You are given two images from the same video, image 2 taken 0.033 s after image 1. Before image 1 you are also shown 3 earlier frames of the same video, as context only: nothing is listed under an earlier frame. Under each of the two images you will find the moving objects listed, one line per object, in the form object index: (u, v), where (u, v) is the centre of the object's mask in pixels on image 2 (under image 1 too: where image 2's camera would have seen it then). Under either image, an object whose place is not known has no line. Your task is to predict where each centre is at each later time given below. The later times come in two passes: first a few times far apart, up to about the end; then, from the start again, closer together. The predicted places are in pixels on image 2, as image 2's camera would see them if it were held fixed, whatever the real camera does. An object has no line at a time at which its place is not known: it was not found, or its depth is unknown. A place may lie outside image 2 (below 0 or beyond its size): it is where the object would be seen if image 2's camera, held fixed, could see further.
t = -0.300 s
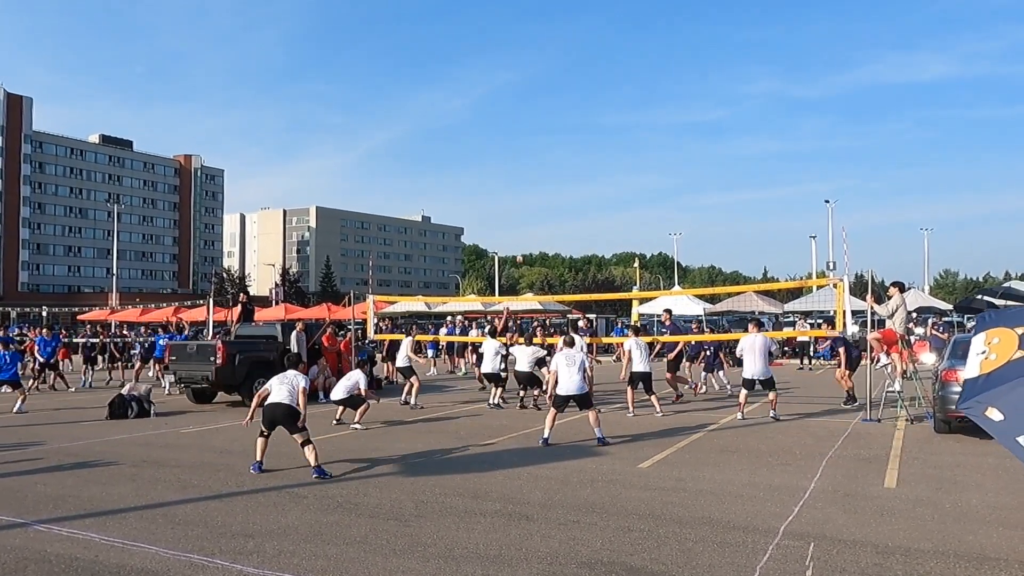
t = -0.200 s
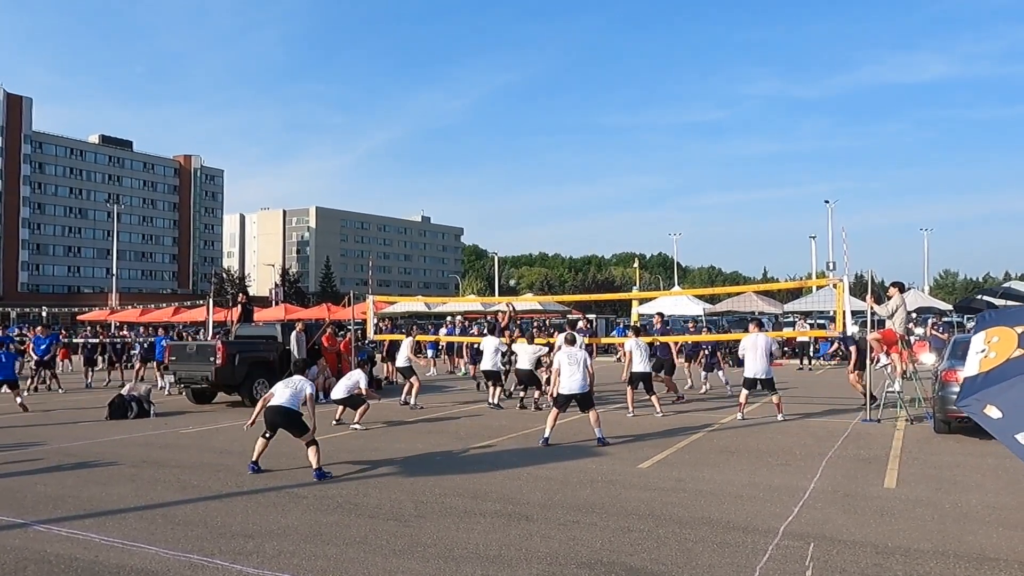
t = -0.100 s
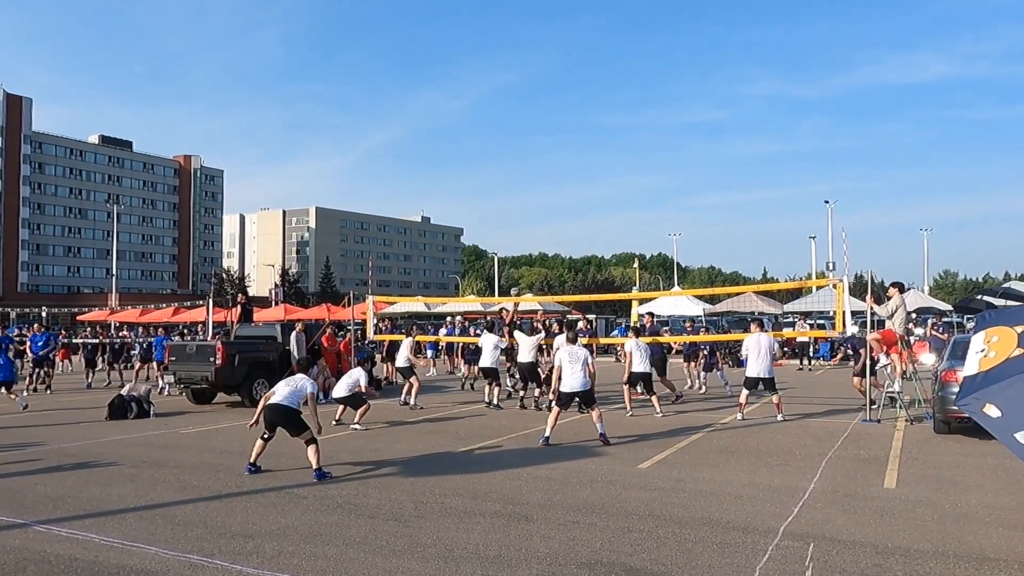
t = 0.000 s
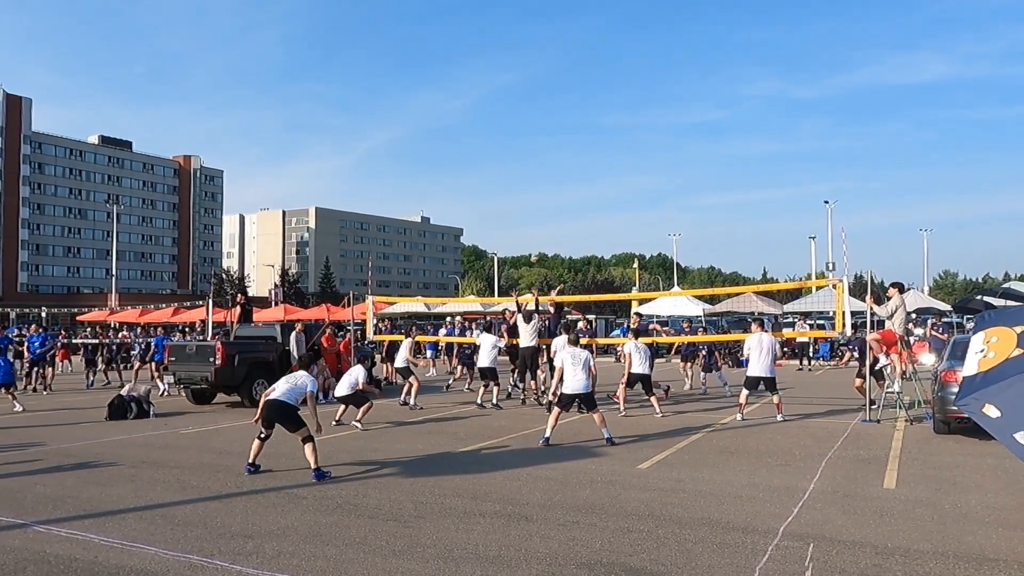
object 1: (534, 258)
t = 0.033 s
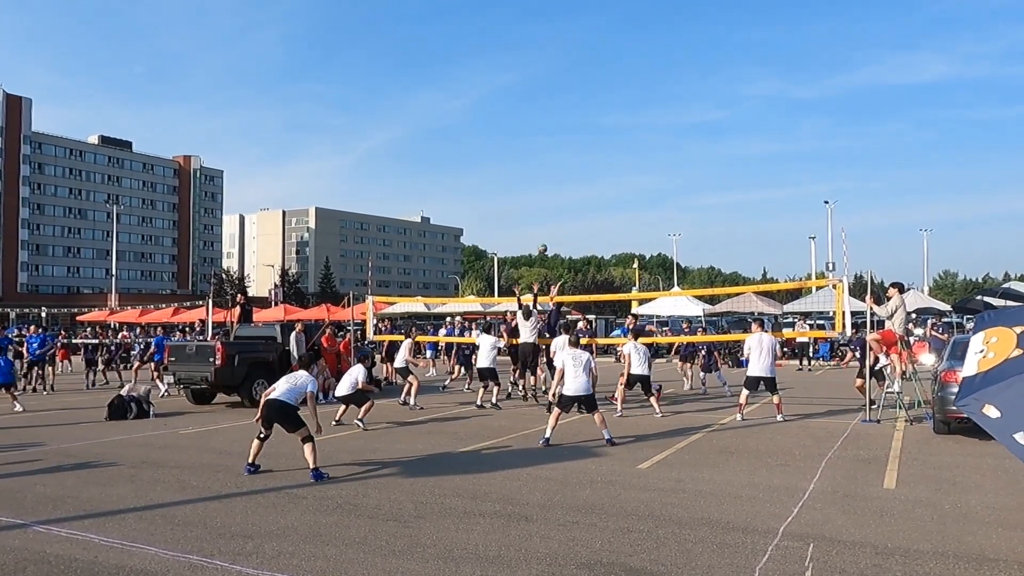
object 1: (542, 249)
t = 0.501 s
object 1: (633, 162)
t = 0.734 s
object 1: (677, 159)
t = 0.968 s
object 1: (719, 183)
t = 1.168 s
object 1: (753, 226)
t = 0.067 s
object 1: (549, 239)
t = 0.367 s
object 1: (608, 176)
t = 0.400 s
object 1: (614, 171)
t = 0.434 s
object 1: (620, 168)
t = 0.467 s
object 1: (627, 165)
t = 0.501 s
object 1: (633, 162)
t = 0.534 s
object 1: (640, 160)
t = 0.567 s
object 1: (646, 159)
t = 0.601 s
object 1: (652, 158)
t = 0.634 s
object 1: (658, 157)
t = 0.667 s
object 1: (665, 158)
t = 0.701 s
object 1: (671, 158)
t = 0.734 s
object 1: (677, 159)
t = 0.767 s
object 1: (683, 161)
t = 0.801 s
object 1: (689, 163)
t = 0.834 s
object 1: (695, 166)
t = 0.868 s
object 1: (701, 170)
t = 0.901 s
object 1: (707, 174)
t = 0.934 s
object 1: (713, 178)
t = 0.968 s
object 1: (719, 183)
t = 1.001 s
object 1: (724, 189)
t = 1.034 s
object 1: (730, 196)
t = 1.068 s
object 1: (736, 202)
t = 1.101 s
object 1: (742, 209)
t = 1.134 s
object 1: (747, 217)
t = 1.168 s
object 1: (753, 226)
